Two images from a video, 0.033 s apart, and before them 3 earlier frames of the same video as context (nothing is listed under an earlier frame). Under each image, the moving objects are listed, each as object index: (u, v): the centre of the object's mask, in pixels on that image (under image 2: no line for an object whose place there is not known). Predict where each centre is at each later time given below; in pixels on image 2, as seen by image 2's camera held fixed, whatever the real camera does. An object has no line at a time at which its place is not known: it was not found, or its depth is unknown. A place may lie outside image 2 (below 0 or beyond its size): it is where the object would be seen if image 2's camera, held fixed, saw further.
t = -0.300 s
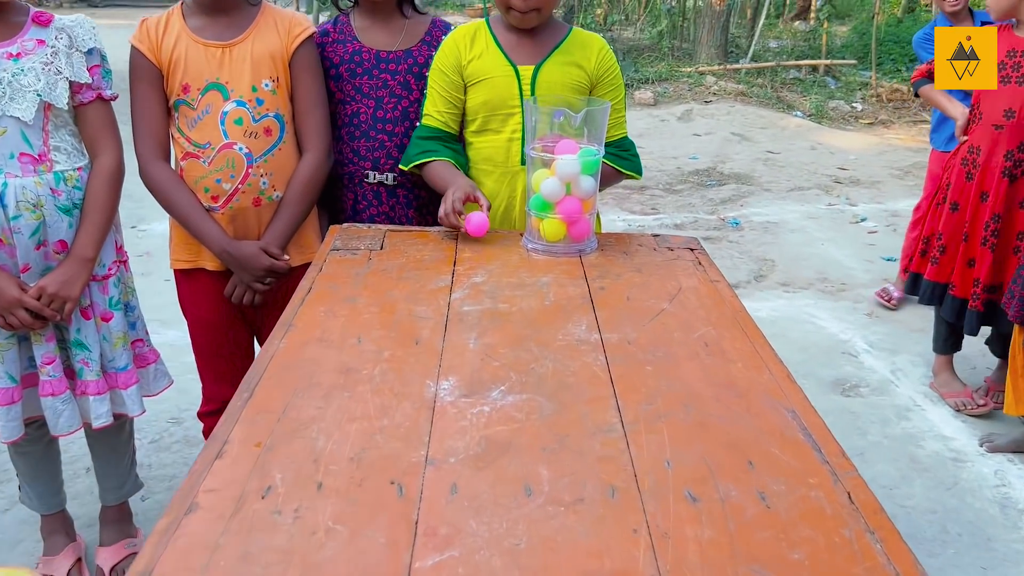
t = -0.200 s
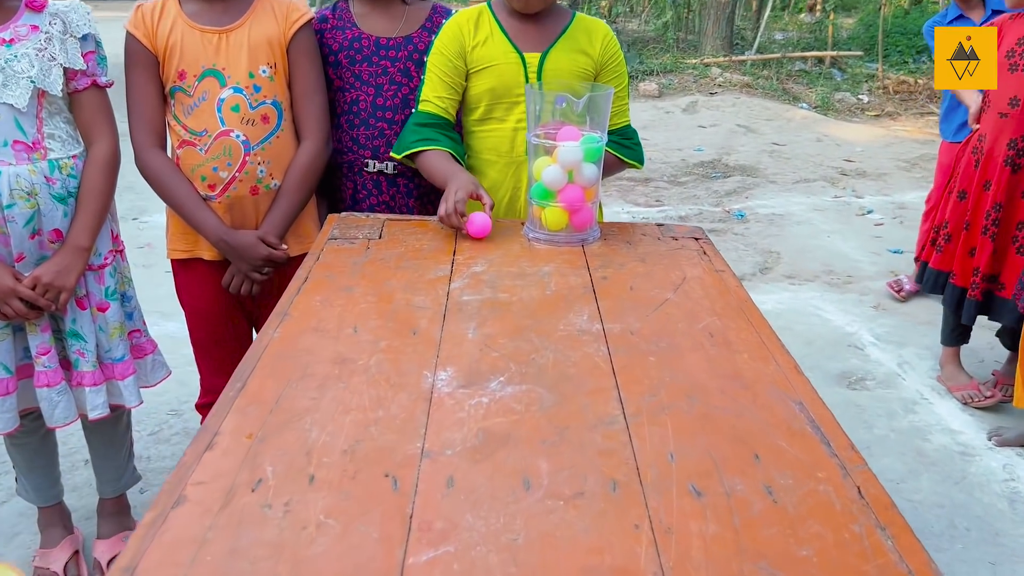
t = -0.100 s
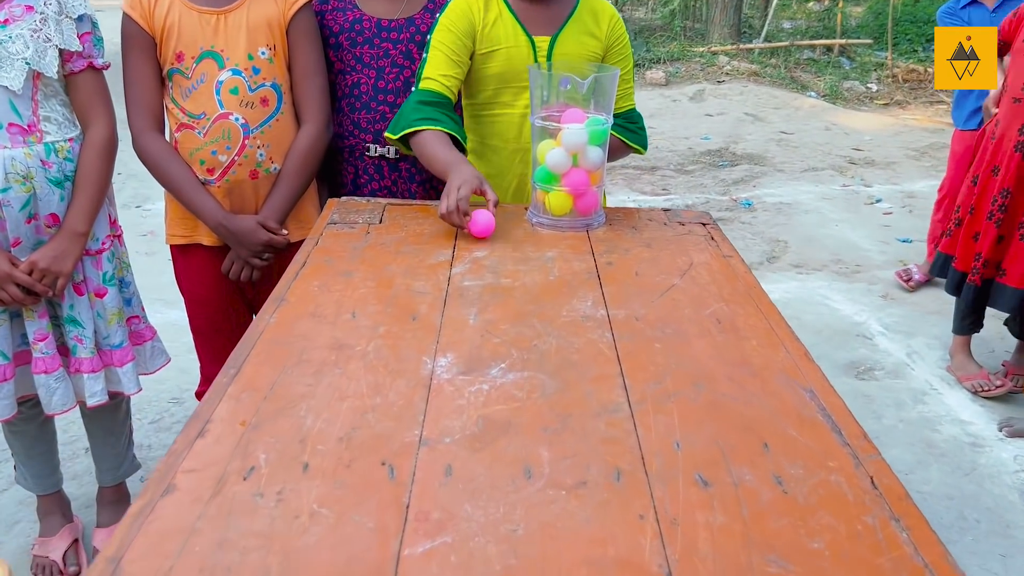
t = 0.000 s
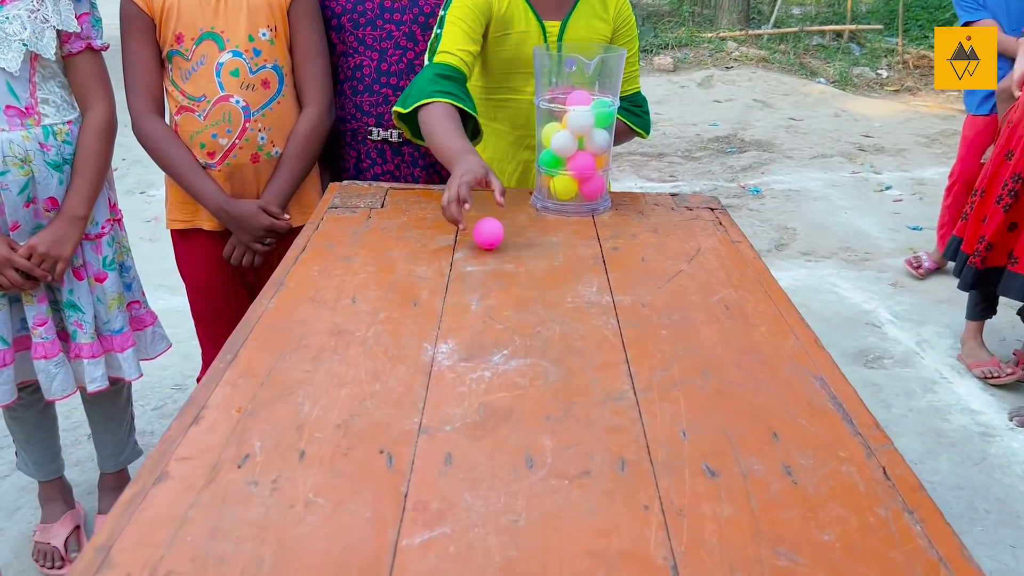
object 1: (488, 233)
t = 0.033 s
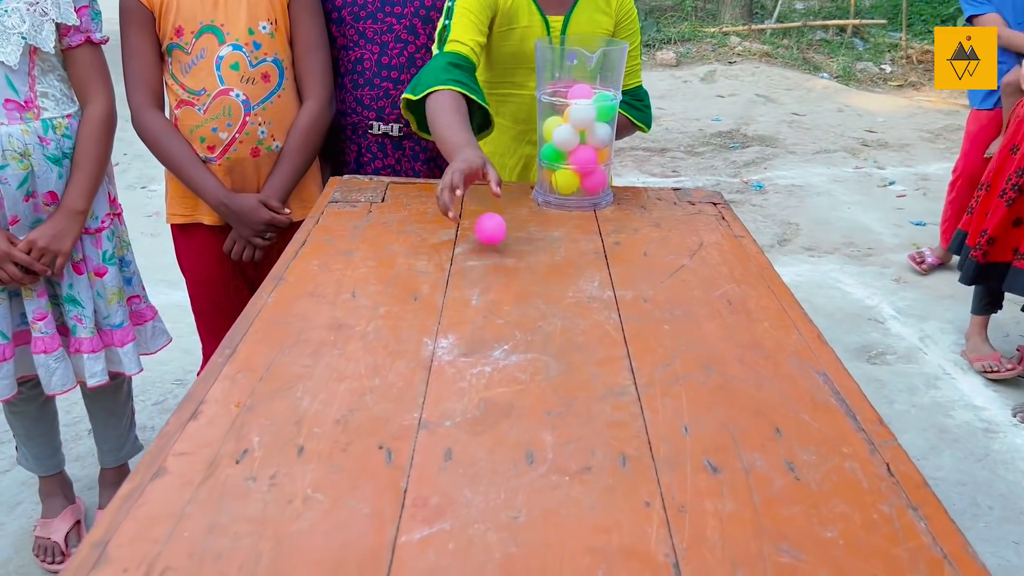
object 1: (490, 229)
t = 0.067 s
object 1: (492, 239)
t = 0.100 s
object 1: (492, 244)
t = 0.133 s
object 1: (493, 250)
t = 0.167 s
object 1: (495, 262)
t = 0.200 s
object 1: (495, 265)
